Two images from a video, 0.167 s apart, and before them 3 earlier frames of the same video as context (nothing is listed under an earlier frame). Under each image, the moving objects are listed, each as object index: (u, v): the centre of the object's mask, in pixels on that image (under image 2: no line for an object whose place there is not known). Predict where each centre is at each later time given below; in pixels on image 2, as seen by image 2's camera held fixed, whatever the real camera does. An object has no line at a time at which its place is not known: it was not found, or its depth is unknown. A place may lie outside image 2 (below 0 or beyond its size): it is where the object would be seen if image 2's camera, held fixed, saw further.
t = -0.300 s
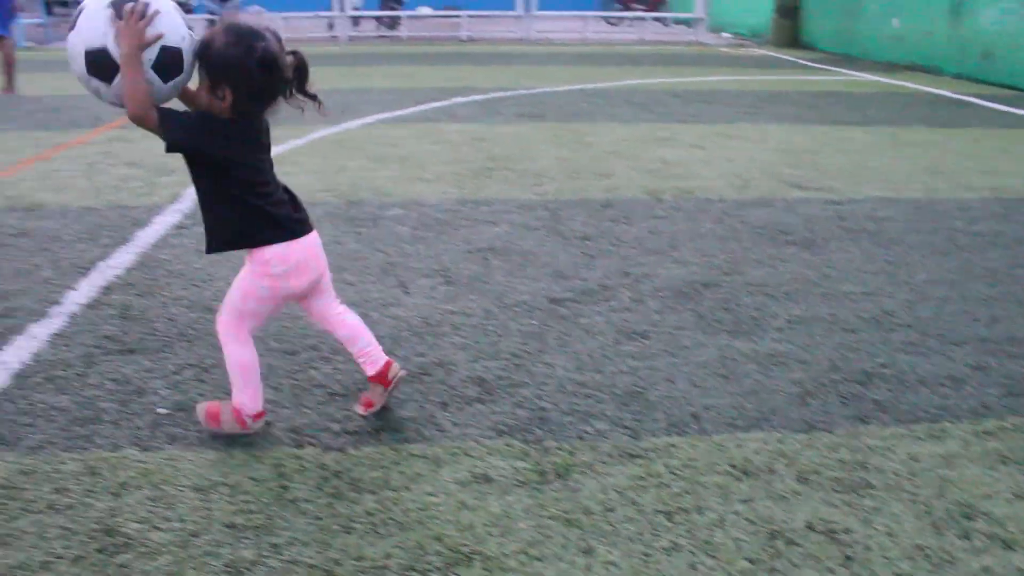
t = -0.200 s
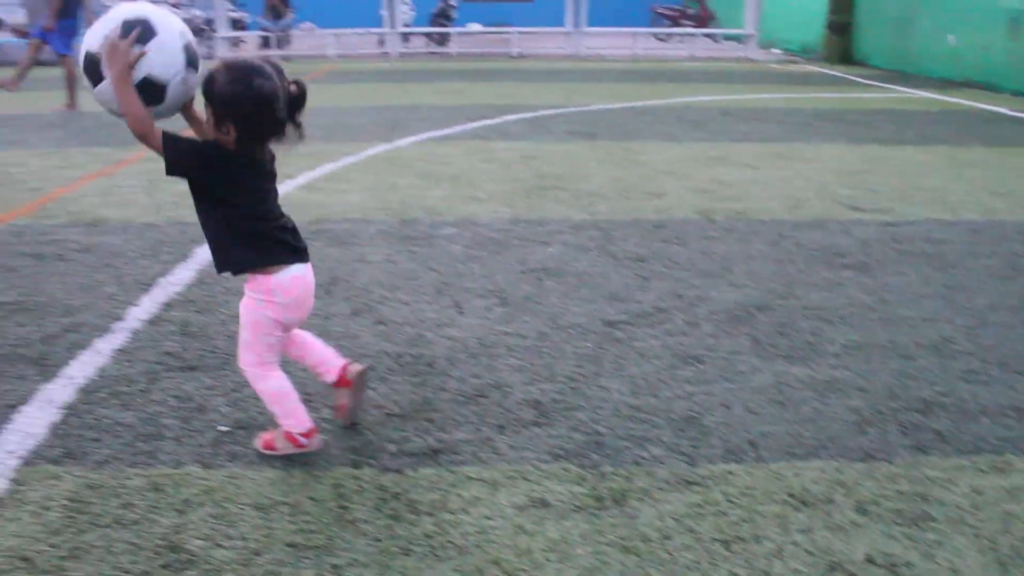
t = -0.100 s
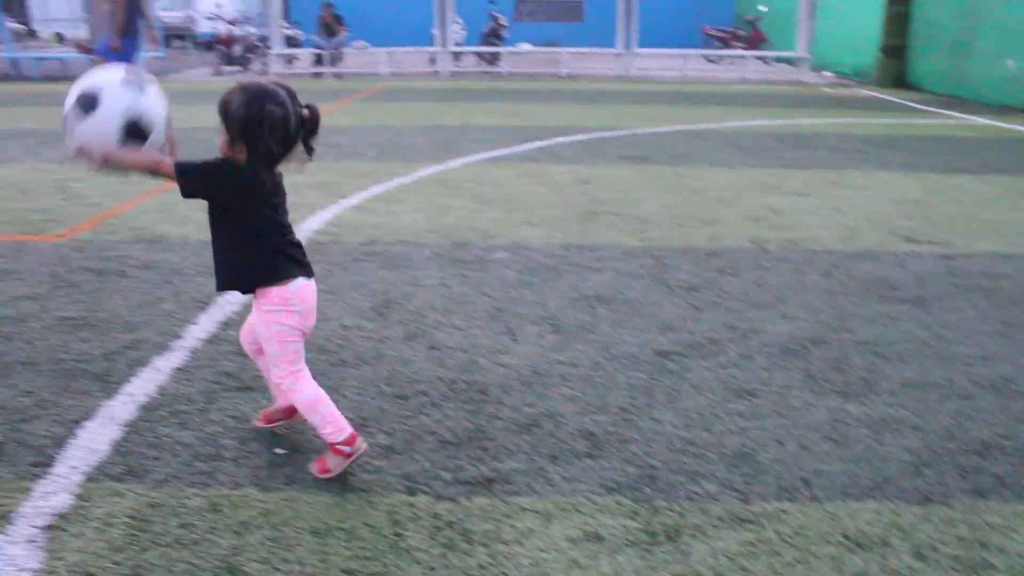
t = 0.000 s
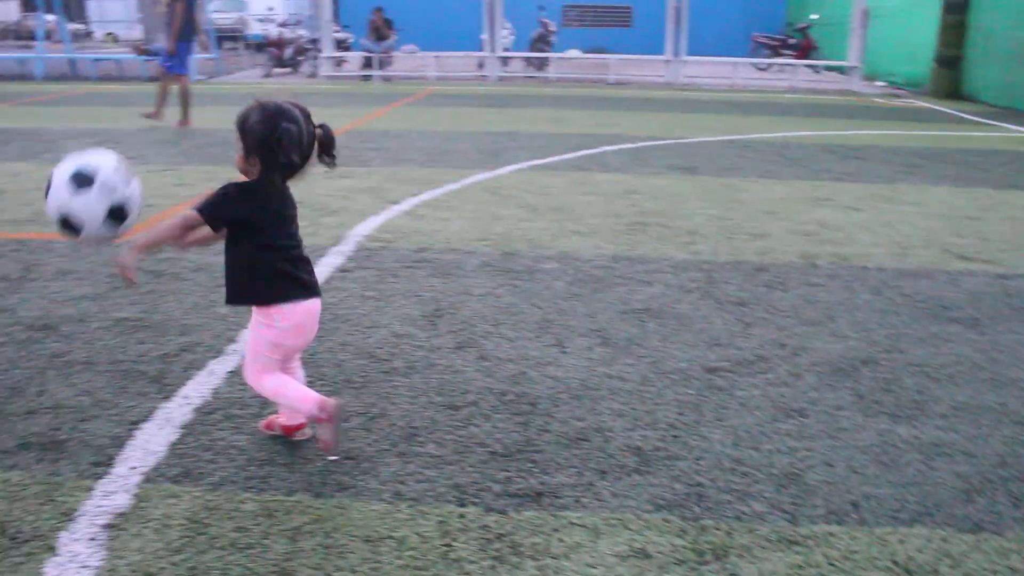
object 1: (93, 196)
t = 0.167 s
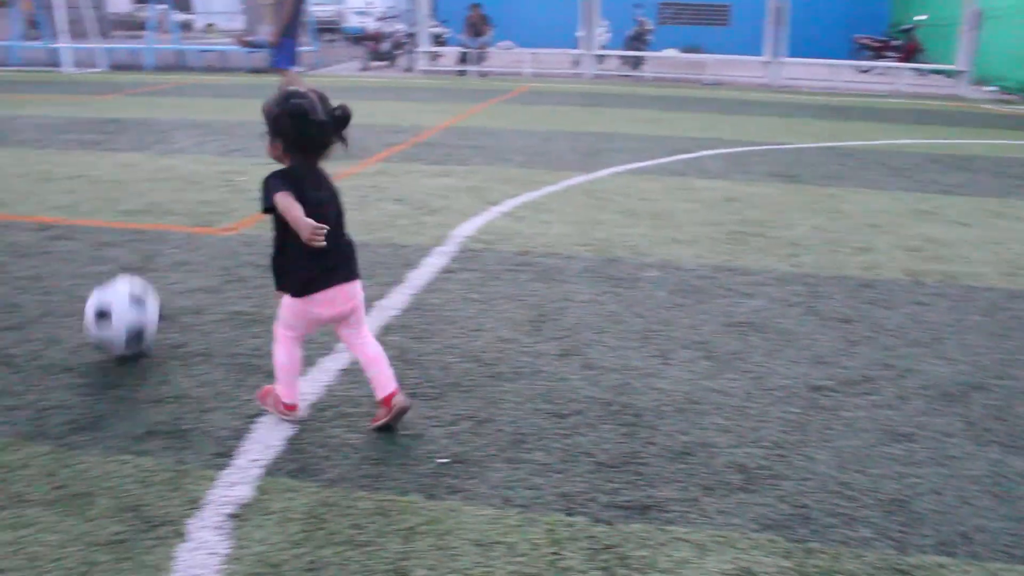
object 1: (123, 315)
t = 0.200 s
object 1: (108, 286)
